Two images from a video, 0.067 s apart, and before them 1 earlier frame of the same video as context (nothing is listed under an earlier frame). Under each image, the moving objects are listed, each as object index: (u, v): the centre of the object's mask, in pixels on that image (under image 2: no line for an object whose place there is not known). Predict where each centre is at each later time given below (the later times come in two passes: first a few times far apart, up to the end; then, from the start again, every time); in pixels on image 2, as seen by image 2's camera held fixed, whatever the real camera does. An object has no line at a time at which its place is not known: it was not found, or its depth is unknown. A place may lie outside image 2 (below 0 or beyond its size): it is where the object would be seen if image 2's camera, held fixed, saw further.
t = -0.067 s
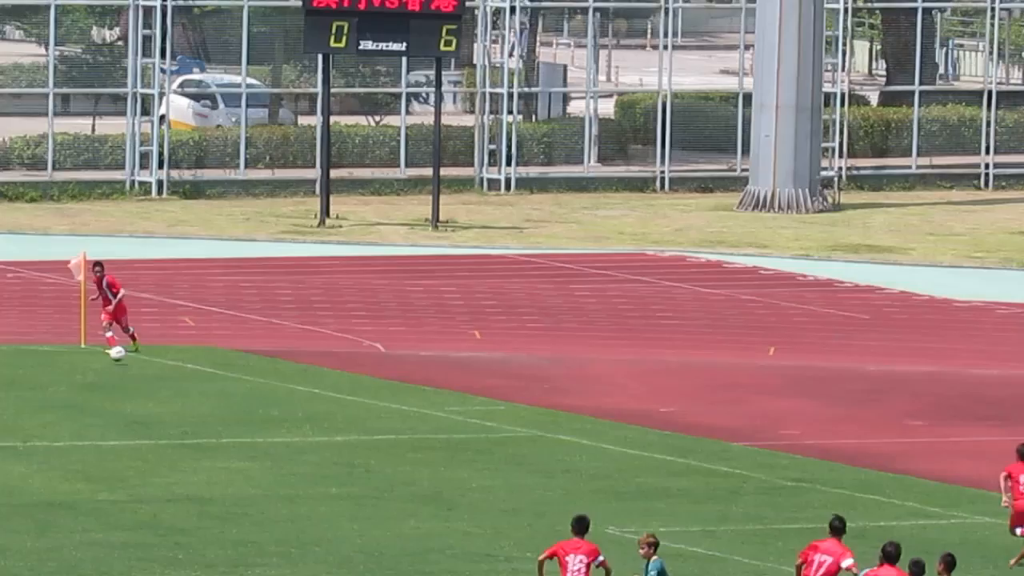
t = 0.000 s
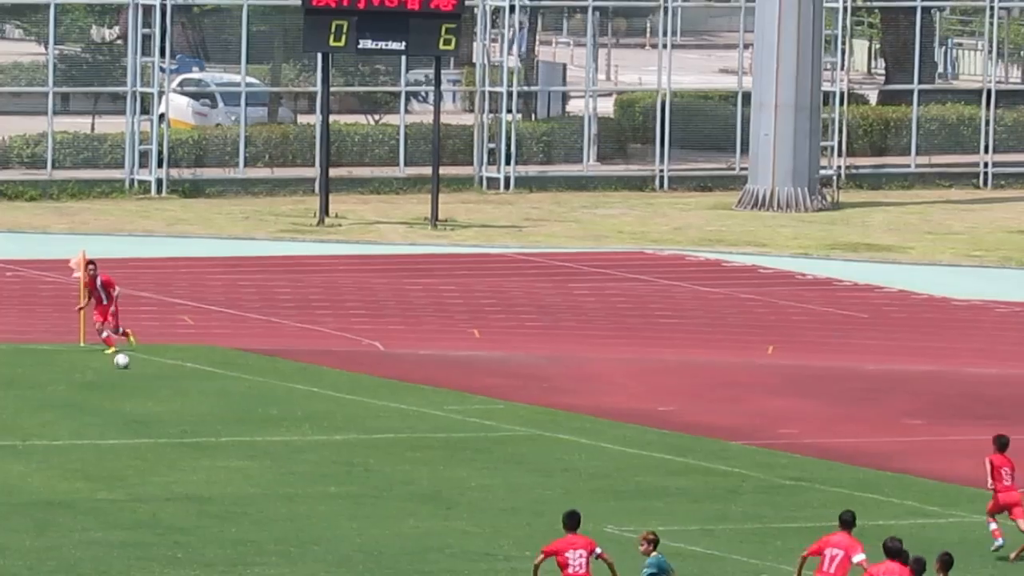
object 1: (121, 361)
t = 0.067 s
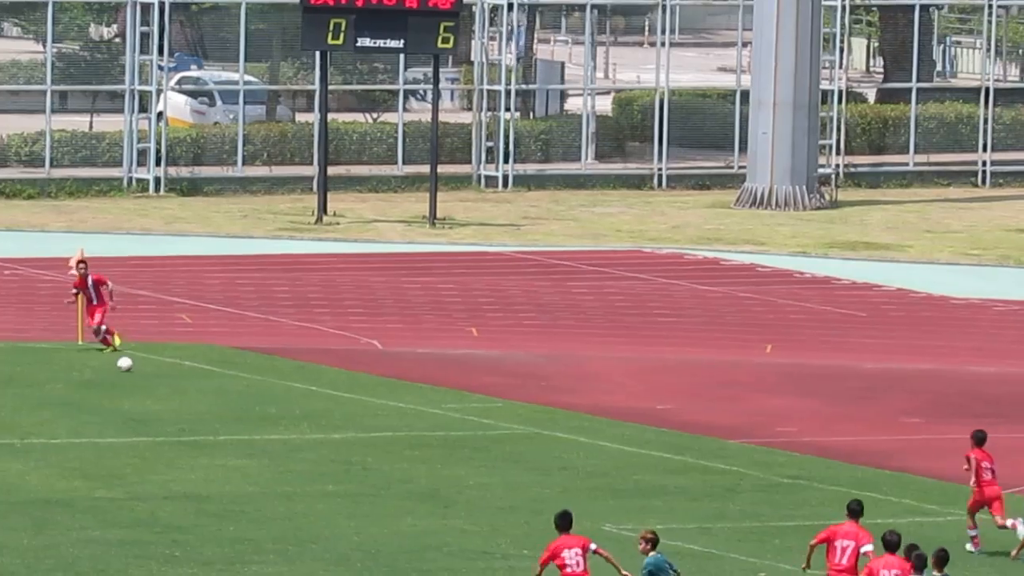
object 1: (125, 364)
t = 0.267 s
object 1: (139, 378)
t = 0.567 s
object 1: (158, 394)
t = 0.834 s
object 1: (174, 405)
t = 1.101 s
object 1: (192, 418)
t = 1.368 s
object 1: (205, 428)
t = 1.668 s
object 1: (221, 439)
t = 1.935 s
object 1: (233, 448)
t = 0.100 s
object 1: (127, 364)
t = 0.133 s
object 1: (129, 366)
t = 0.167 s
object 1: (132, 367)
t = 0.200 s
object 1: (134, 370)
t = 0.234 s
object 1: (137, 374)
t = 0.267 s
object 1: (139, 378)
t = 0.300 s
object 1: (142, 381)
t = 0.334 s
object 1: (145, 382)
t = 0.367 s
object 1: (146, 382)
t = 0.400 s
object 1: (148, 382)
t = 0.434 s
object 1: (151, 384)
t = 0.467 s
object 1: (152, 387)
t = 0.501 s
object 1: (154, 390)
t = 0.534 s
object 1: (157, 393)
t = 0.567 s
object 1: (158, 394)
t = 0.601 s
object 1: (160, 395)
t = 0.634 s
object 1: (162, 397)
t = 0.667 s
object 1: (164, 398)
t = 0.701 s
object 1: (165, 401)
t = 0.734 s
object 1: (168, 402)
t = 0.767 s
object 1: (170, 403)
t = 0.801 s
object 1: (172, 404)
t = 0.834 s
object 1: (174, 405)
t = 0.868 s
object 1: (177, 407)
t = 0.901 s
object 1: (179, 409)
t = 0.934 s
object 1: (181, 410)
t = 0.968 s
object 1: (183, 411)
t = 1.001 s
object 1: (185, 412)
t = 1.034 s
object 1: (187, 414)
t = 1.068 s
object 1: (189, 416)
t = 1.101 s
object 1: (192, 418)
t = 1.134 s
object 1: (193, 419)
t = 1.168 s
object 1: (195, 419)
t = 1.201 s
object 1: (196, 419)
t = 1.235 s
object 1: (198, 420)
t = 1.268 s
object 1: (200, 422)
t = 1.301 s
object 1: (201, 425)
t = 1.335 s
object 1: (203, 427)
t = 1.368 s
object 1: (205, 428)
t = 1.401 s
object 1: (207, 428)
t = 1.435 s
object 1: (208, 430)
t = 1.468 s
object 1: (211, 432)
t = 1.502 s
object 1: (212, 433)
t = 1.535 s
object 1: (214, 434)
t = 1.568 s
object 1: (216, 435)
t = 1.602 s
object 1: (218, 436)
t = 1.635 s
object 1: (219, 437)
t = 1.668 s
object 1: (221, 439)
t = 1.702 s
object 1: (222, 441)
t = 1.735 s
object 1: (224, 442)
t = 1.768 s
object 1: (225, 442)
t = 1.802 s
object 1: (227, 443)
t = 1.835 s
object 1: (228, 445)
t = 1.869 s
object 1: (230, 446)
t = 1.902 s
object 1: (232, 447)
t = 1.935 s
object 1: (233, 448)
